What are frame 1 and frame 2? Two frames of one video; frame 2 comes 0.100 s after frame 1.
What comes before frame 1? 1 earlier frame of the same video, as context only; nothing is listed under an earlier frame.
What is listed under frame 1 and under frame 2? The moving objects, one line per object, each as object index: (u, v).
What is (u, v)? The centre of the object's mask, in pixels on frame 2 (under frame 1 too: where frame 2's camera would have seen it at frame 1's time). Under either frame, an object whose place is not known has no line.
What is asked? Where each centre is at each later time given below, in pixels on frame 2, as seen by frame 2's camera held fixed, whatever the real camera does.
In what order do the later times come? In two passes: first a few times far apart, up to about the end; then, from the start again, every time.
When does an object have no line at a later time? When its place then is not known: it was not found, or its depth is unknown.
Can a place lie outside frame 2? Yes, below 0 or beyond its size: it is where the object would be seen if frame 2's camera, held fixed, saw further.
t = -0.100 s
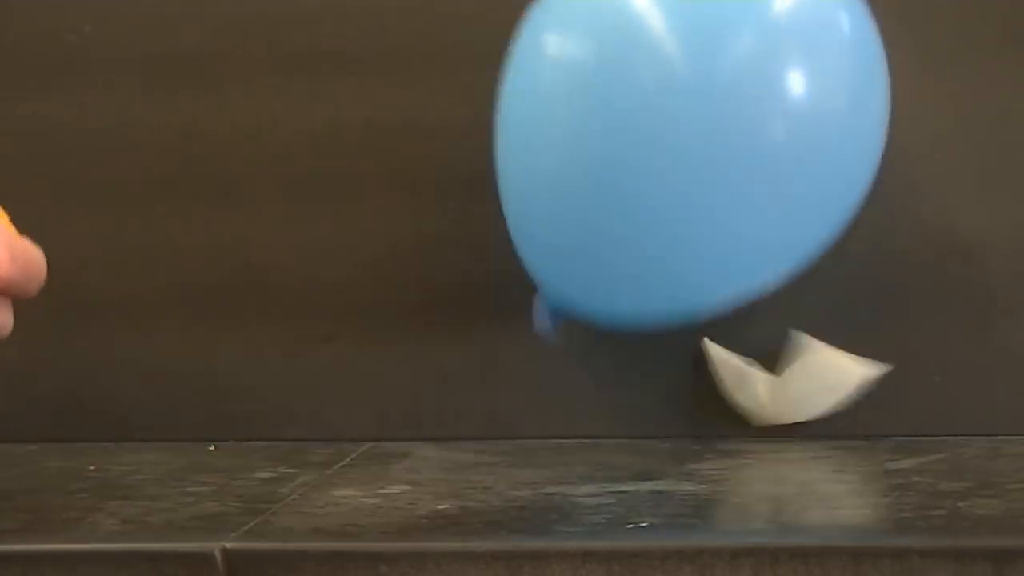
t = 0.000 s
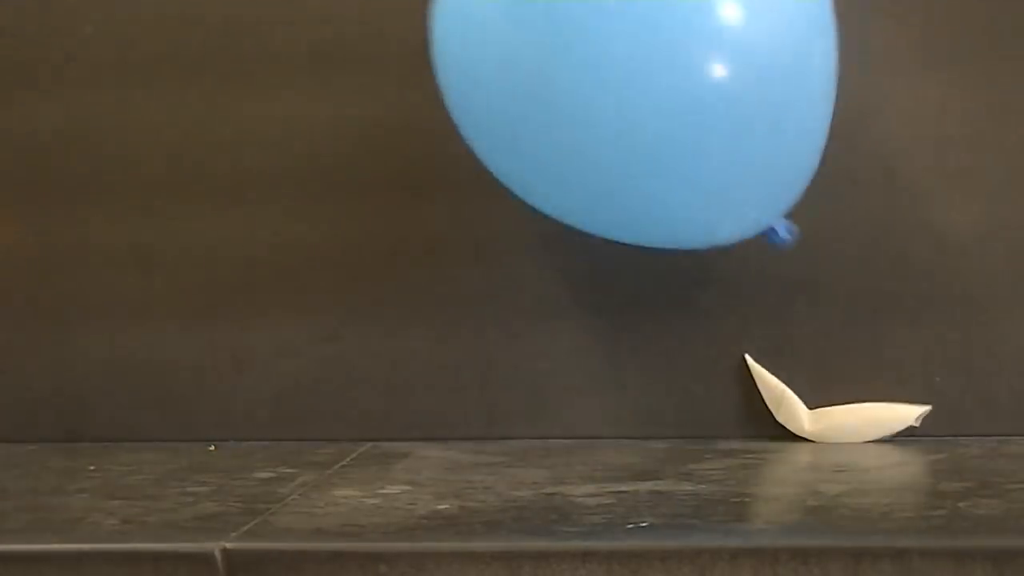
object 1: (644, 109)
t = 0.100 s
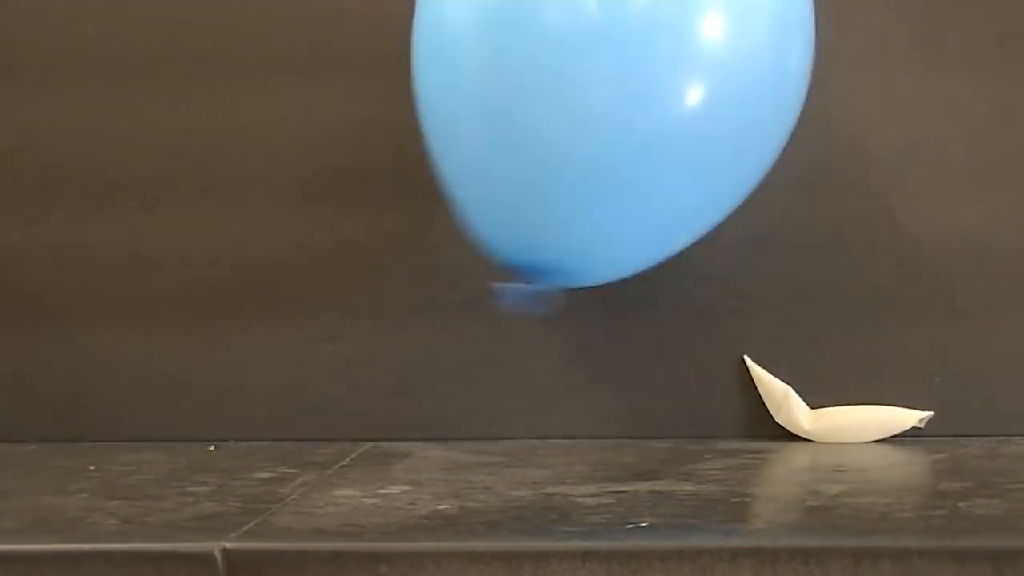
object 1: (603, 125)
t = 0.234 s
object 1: (580, 171)
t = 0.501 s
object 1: (546, 165)
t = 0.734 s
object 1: (530, 223)
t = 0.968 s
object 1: (502, 195)
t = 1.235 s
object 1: (493, 230)
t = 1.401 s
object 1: (479, 219)
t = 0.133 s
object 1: (595, 131)
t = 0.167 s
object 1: (594, 139)
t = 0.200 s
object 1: (592, 151)
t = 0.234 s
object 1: (580, 171)
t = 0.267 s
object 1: (566, 196)
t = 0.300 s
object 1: (560, 234)
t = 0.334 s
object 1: (557, 260)
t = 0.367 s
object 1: (552, 229)
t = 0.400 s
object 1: (548, 202)
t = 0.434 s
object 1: (543, 182)
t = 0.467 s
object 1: (545, 170)
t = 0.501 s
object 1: (546, 165)
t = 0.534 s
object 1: (541, 166)
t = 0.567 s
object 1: (537, 168)
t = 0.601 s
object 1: (537, 173)
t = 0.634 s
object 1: (541, 179)
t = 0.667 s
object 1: (543, 187)
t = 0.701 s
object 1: (538, 201)
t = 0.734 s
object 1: (530, 223)
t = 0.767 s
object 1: (523, 255)
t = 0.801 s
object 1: (518, 251)
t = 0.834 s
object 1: (517, 231)
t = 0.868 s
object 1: (516, 216)
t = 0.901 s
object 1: (514, 206)
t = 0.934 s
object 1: (509, 199)
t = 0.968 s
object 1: (502, 195)
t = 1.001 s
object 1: (499, 196)
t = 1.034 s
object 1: (500, 202)
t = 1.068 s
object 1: (501, 214)
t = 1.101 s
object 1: (501, 232)
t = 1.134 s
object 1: (496, 258)
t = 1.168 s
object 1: (493, 268)
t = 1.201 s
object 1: (493, 247)
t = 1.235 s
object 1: (493, 230)
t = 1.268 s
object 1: (495, 218)
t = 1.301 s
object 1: (496, 211)
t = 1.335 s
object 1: (493, 209)
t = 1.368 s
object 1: (487, 211)
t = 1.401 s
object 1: (479, 219)
